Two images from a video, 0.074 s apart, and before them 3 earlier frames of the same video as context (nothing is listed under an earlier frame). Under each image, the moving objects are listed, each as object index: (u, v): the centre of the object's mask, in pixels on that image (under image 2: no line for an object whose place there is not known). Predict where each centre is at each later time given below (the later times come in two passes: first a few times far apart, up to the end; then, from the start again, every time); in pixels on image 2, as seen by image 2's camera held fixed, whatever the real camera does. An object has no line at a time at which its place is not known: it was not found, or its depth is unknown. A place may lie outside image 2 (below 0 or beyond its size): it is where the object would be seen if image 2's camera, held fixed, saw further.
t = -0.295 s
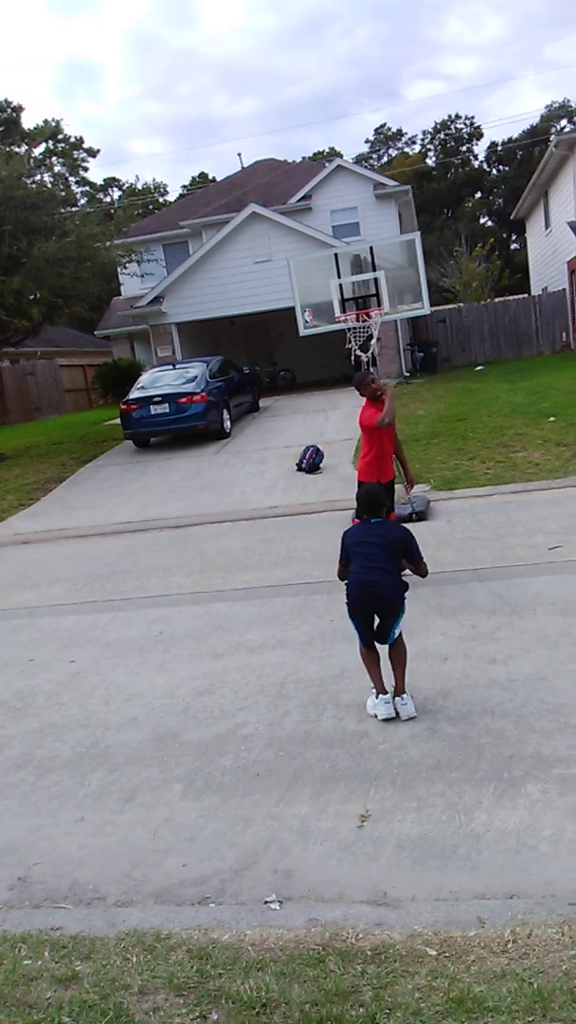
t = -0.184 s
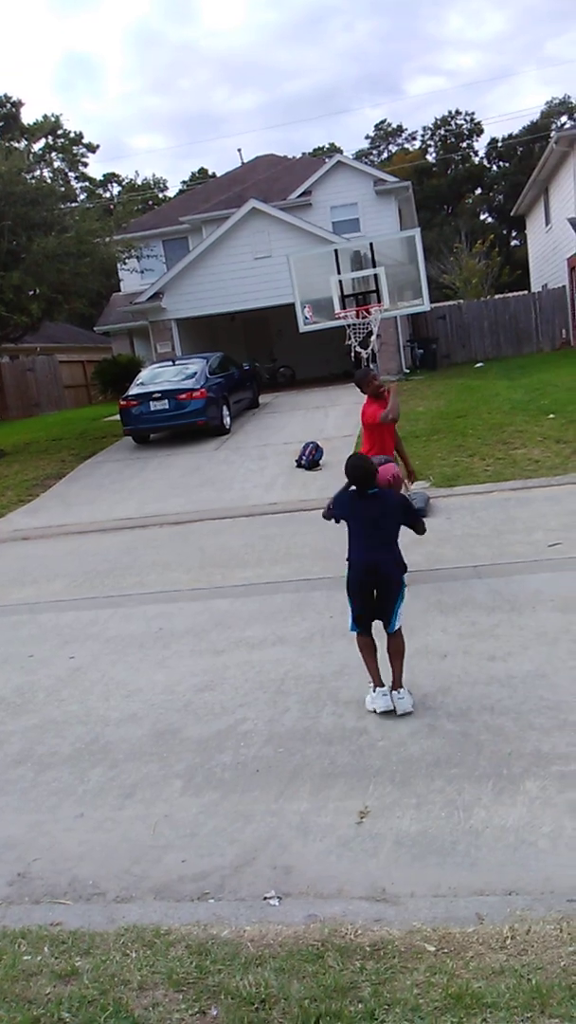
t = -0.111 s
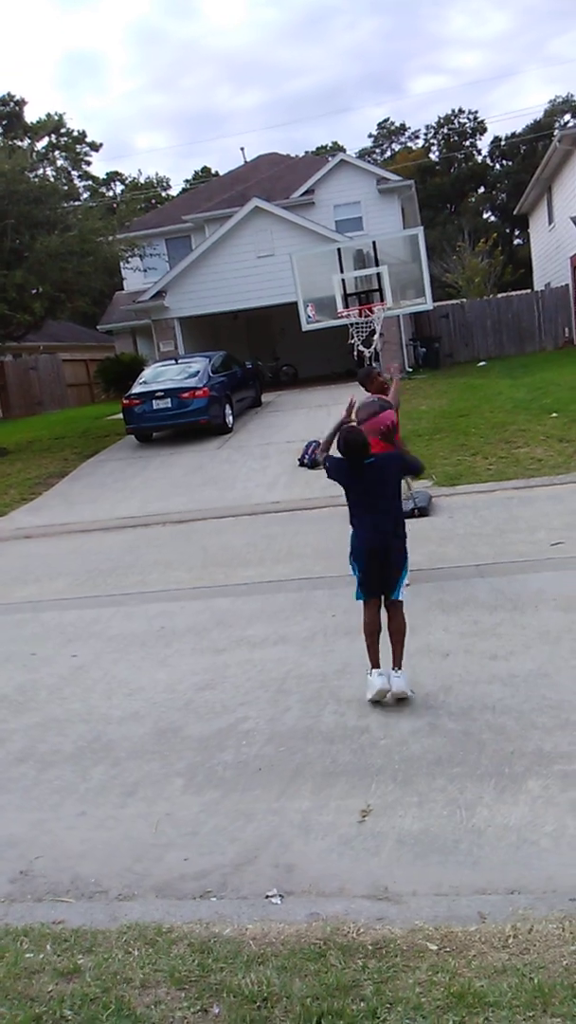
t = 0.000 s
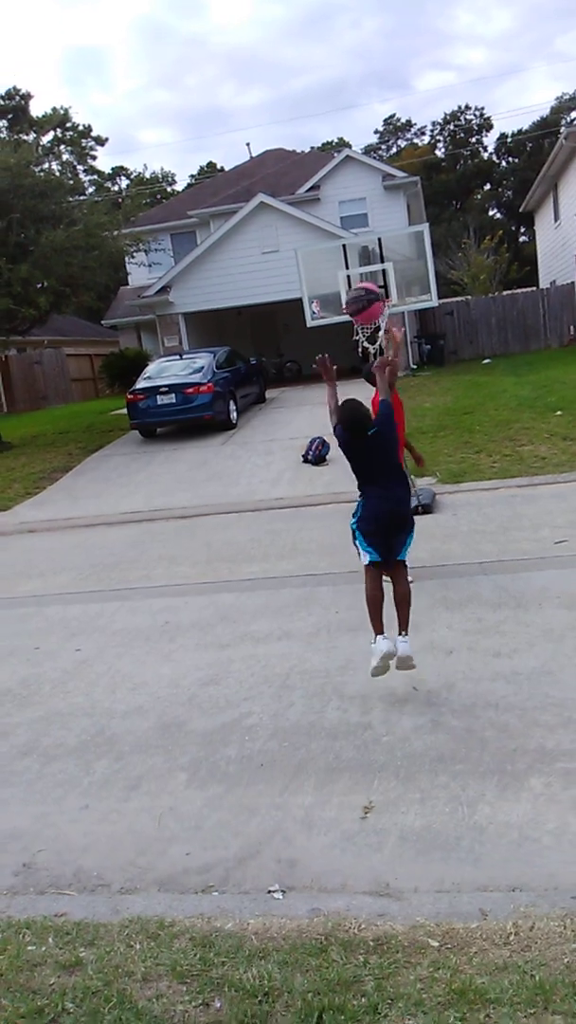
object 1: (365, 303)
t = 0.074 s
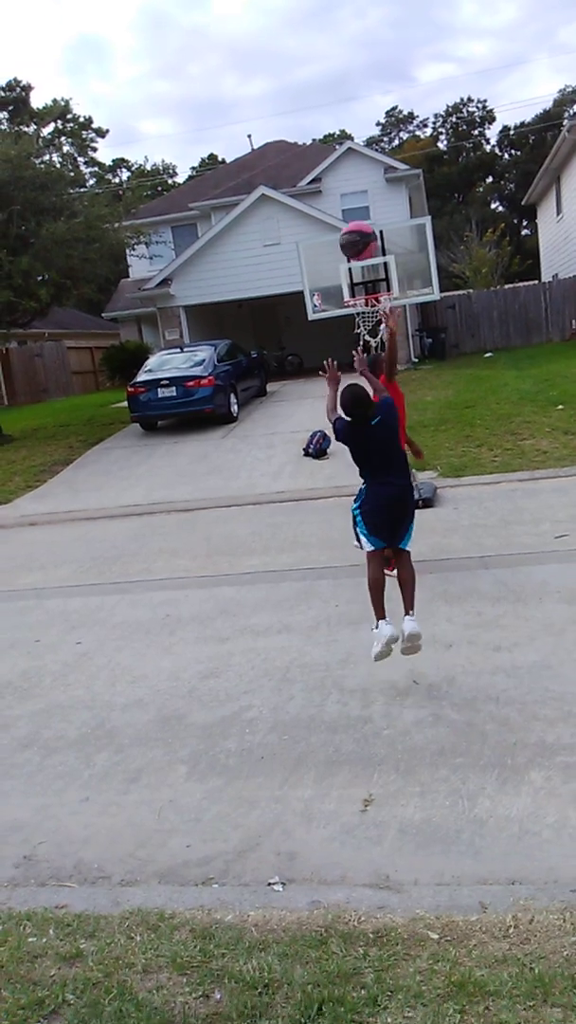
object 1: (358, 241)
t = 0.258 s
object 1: (343, 163)
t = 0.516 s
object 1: (335, 154)
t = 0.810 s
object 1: (336, 230)
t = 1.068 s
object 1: (325, 323)
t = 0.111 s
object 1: (355, 219)
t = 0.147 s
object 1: (351, 201)
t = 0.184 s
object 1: (349, 185)
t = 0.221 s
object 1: (346, 173)
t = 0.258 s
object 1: (343, 163)
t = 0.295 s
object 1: (342, 156)
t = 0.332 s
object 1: (340, 152)
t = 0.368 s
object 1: (338, 150)
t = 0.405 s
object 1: (337, 150)
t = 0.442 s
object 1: (337, 151)
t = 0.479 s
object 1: (336, 151)
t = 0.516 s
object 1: (335, 154)
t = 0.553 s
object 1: (335, 159)
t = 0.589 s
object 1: (335, 166)
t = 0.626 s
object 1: (335, 175)
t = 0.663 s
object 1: (334, 183)
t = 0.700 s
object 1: (335, 194)
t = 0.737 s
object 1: (335, 205)
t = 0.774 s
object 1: (335, 217)
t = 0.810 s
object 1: (336, 230)
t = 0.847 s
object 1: (336, 244)
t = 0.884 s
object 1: (336, 256)
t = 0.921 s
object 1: (334, 267)
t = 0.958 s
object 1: (332, 278)
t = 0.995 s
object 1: (329, 291)
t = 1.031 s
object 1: (327, 306)
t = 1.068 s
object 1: (325, 323)
